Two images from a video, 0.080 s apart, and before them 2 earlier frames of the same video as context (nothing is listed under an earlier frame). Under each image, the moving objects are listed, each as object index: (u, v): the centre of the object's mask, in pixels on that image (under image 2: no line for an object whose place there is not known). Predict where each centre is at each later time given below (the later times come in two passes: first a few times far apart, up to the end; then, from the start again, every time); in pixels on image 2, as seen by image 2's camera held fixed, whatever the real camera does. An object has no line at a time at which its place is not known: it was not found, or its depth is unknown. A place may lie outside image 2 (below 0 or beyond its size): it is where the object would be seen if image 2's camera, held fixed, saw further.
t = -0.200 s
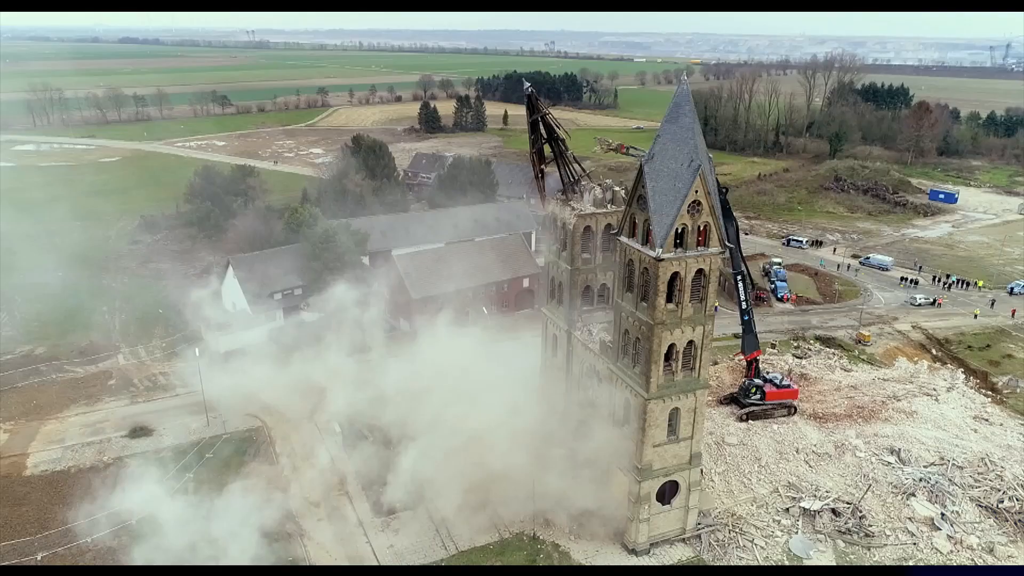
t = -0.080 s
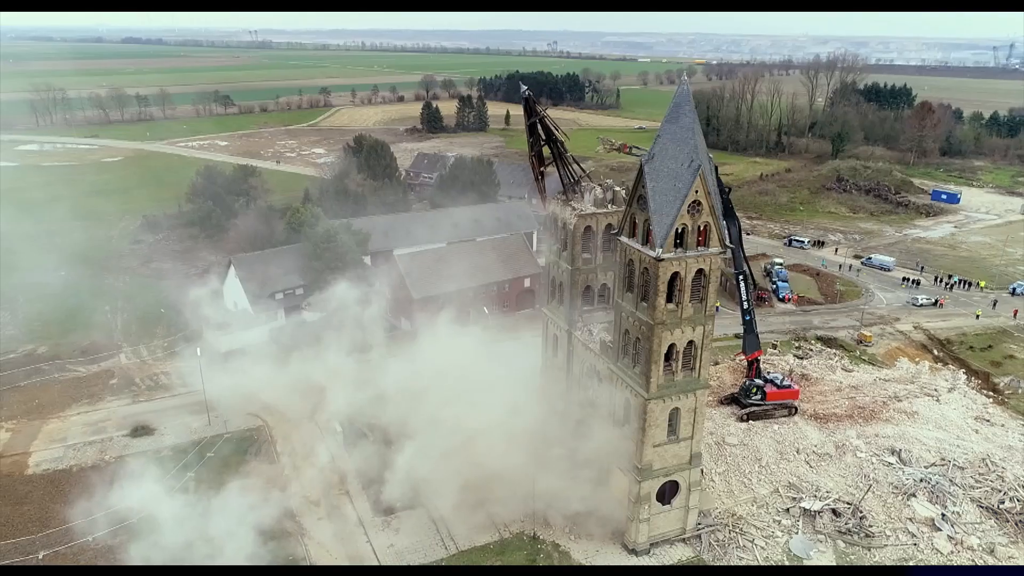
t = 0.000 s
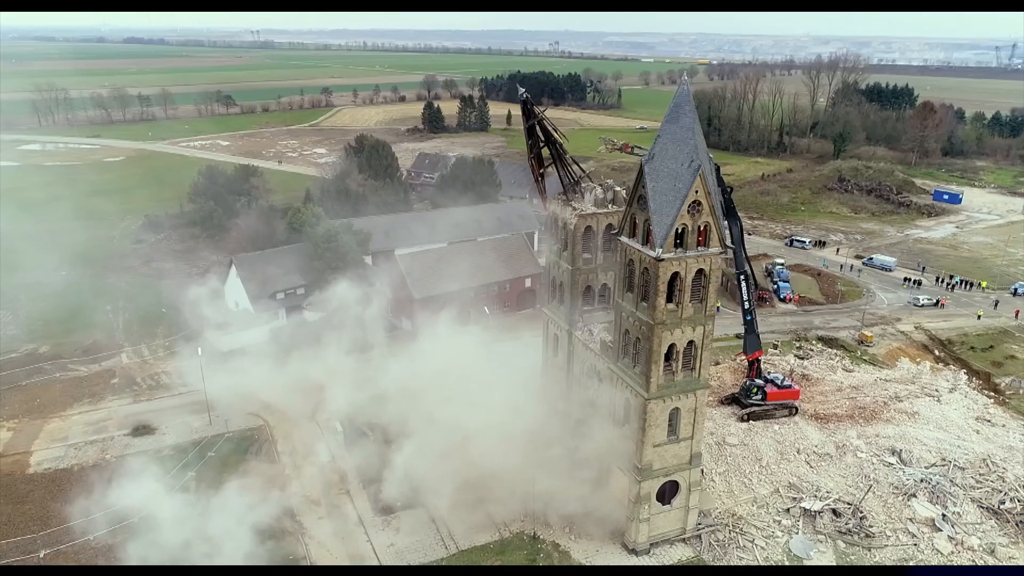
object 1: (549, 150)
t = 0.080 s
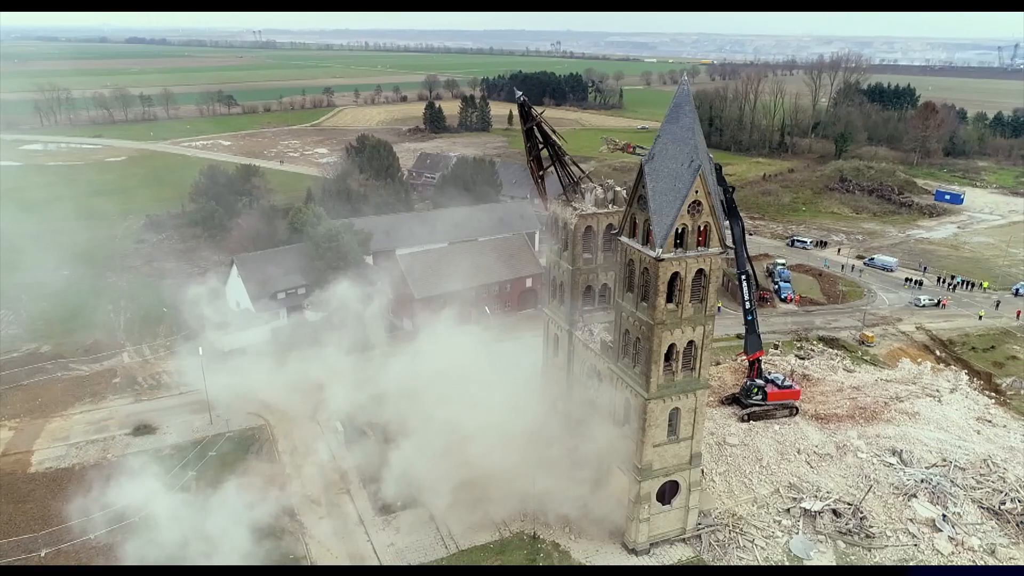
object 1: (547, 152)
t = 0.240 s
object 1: (545, 157)
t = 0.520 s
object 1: (541, 167)
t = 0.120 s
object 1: (546, 153)
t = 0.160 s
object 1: (546, 154)
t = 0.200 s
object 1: (546, 156)
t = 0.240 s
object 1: (545, 157)
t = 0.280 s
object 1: (545, 158)
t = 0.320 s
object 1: (544, 159)
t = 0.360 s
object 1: (543, 161)
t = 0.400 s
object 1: (543, 162)
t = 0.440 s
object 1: (542, 164)
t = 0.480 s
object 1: (542, 165)
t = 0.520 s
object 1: (541, 167)
